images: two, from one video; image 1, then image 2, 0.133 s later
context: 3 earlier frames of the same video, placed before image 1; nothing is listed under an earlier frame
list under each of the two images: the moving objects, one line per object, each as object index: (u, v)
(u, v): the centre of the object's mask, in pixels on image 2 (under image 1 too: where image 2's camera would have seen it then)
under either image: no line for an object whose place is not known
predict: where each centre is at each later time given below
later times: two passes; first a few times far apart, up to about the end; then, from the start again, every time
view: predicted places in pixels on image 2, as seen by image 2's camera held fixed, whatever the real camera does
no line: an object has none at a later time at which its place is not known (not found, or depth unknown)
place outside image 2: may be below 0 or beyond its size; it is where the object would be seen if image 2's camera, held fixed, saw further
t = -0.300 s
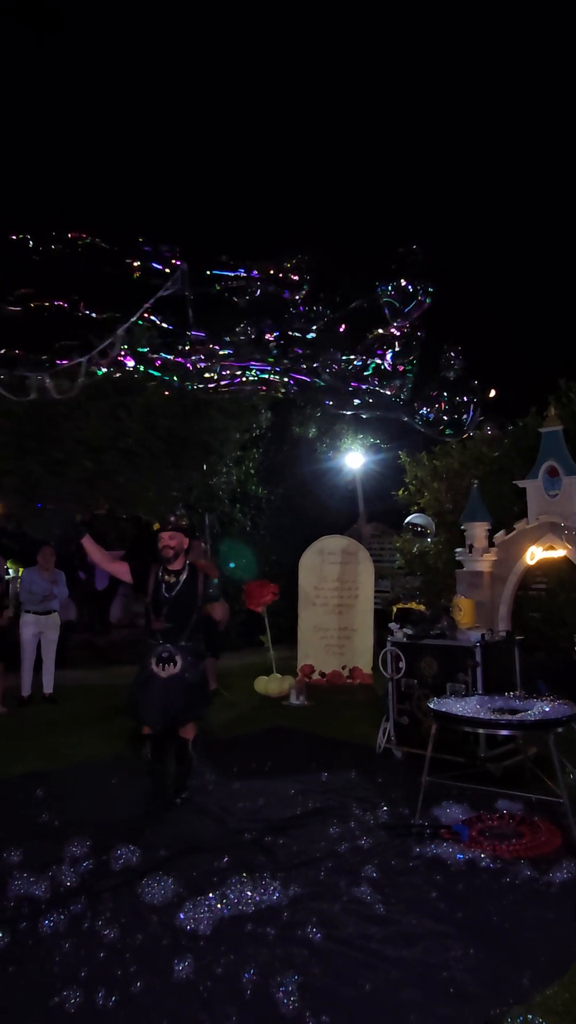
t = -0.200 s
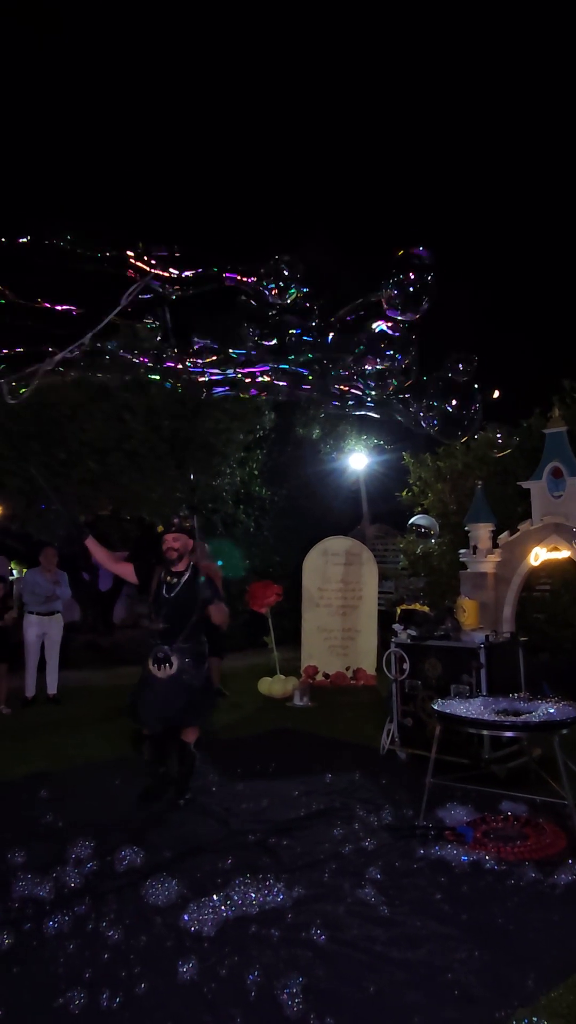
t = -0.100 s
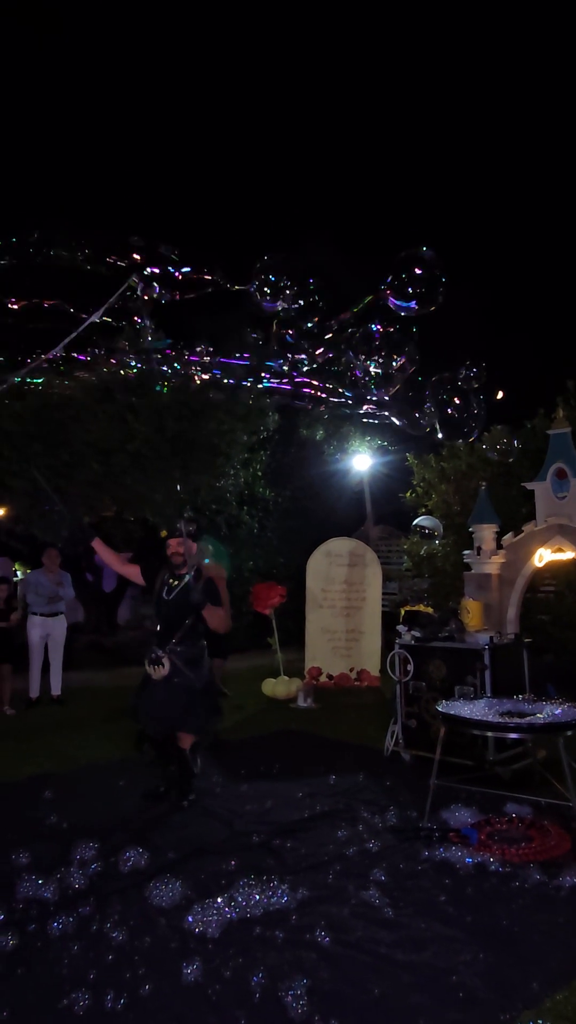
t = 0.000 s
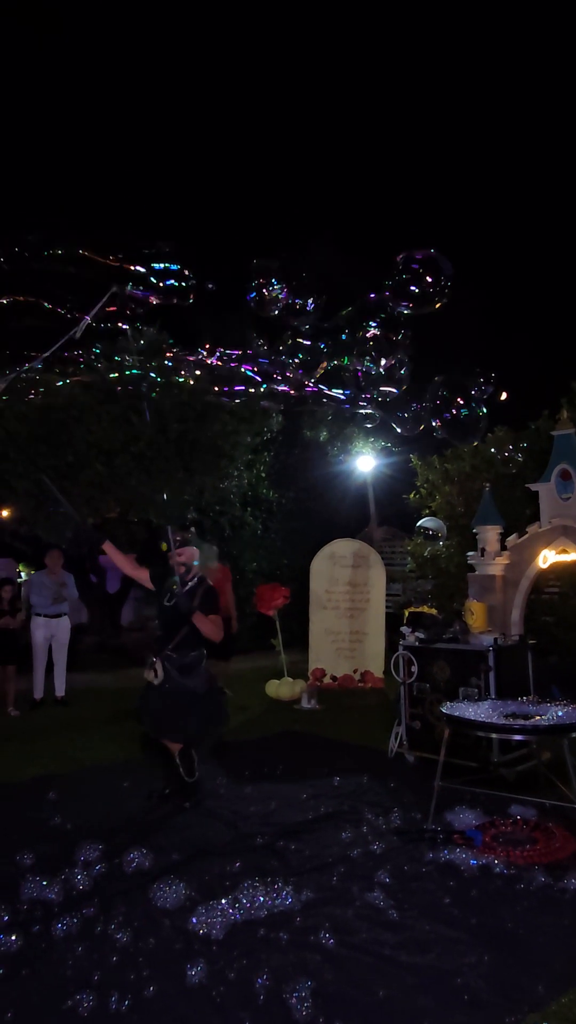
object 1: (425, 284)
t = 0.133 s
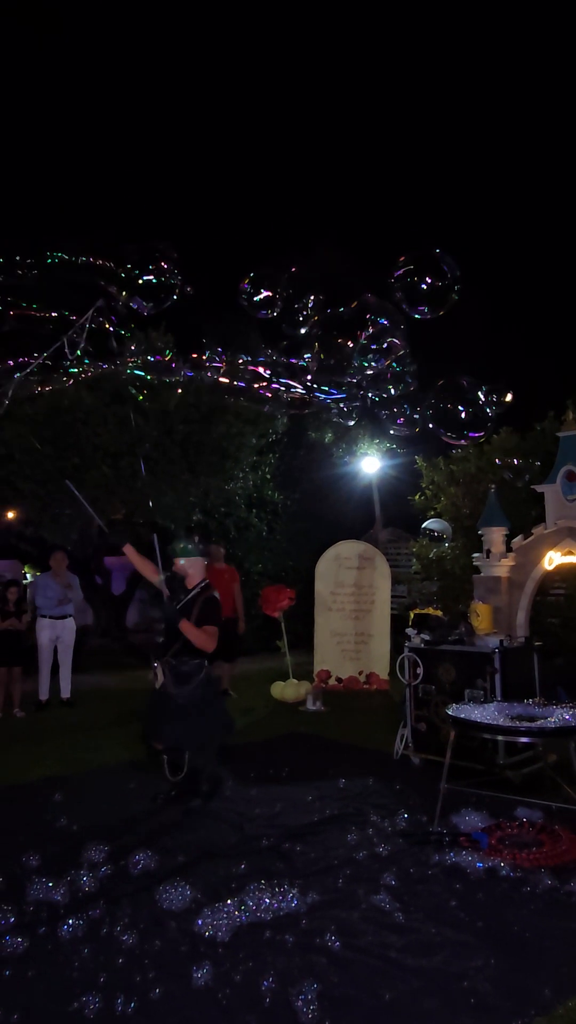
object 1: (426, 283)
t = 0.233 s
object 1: (427, 284)
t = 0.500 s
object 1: (433, 288)
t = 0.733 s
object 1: (440, 292)
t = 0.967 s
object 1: (449, 300)
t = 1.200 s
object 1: (460, 309)
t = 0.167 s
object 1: (427, 283)
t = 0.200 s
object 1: (426, 284)
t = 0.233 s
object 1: (427, 284)
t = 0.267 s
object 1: (428, 284)
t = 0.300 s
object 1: (428, 285)
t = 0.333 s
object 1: (429, 285)
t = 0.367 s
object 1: (429, 286)
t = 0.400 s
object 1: (429, 286)
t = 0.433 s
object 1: (430, 286)
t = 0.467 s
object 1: (431, 287)
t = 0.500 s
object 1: (433, 288)
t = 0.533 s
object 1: (434, 288)
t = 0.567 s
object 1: (436, 288)
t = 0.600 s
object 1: (436, 289)
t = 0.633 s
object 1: (438, 289)
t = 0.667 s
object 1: (438, 290)
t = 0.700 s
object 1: (438, 291)
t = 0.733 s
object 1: (440, 292)
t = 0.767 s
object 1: (440, 293)
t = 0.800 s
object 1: (442, 294)
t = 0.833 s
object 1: (443, 296)
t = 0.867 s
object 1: (444, 297)
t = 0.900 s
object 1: (446, 298)
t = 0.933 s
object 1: (448, 299)
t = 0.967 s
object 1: (449, 300)
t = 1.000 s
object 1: (450, 301)
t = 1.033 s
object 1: (451, 301)
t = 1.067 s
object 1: (453, 303)
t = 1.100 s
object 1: (455, 305)
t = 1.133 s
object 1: (458, 307)
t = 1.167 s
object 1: (459, 308)
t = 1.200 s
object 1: (460, 309)
